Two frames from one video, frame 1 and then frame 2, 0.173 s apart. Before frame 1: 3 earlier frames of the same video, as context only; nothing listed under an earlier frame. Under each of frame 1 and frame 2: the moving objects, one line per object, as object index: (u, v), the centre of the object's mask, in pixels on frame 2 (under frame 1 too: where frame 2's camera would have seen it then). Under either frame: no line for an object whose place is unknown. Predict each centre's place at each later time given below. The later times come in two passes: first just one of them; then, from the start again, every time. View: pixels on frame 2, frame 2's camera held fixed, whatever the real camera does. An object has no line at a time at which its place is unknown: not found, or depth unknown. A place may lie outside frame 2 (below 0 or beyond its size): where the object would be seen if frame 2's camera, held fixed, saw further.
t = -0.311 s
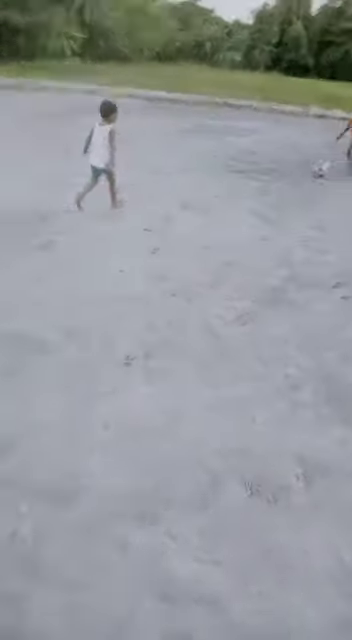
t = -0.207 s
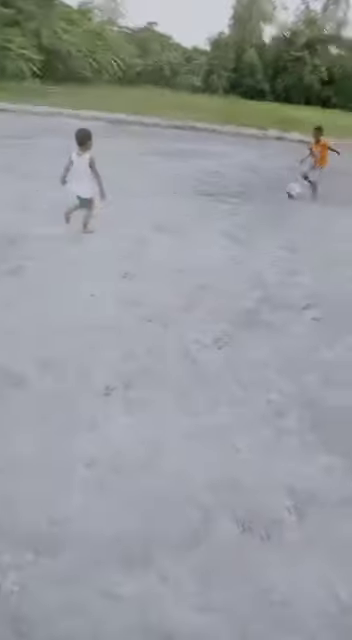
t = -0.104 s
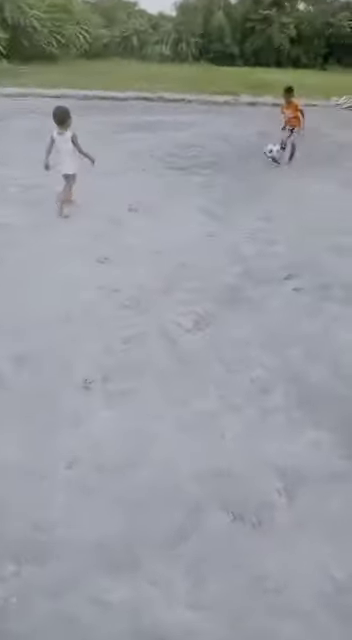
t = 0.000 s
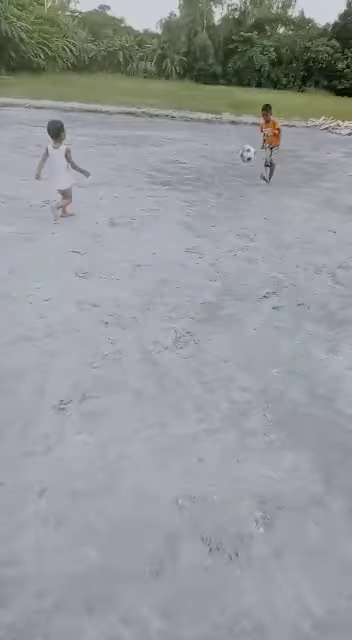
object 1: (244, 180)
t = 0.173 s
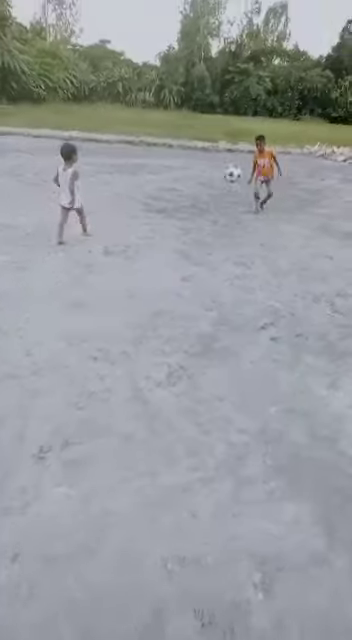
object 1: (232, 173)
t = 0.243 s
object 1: (226, 176)
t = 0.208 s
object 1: (229, 174)
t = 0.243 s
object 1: (226, 176)
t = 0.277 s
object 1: (219, 184)
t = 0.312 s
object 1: (216, 188)
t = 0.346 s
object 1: (212, 197)
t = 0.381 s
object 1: (207, 205)
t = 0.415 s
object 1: (202, 214)
